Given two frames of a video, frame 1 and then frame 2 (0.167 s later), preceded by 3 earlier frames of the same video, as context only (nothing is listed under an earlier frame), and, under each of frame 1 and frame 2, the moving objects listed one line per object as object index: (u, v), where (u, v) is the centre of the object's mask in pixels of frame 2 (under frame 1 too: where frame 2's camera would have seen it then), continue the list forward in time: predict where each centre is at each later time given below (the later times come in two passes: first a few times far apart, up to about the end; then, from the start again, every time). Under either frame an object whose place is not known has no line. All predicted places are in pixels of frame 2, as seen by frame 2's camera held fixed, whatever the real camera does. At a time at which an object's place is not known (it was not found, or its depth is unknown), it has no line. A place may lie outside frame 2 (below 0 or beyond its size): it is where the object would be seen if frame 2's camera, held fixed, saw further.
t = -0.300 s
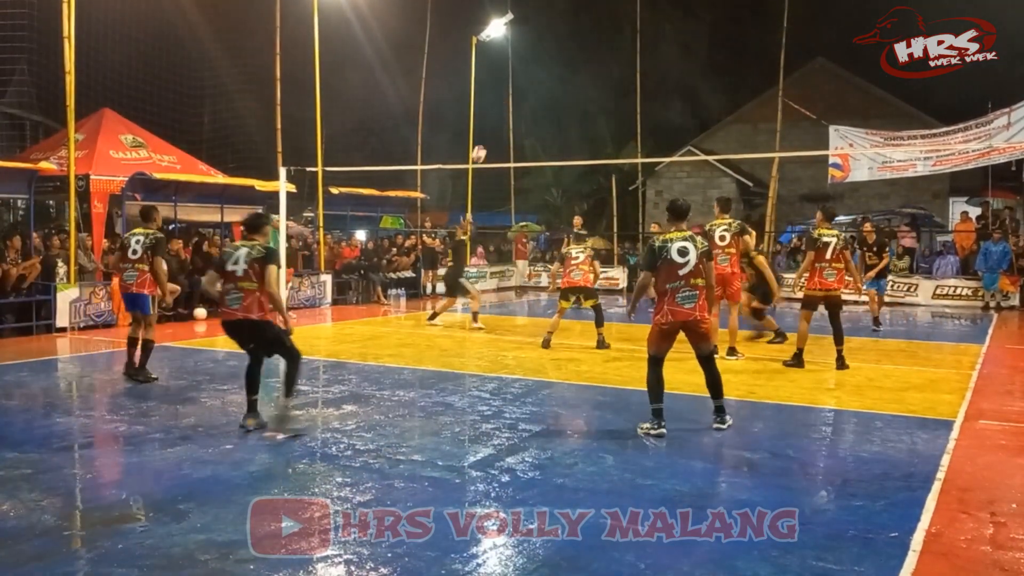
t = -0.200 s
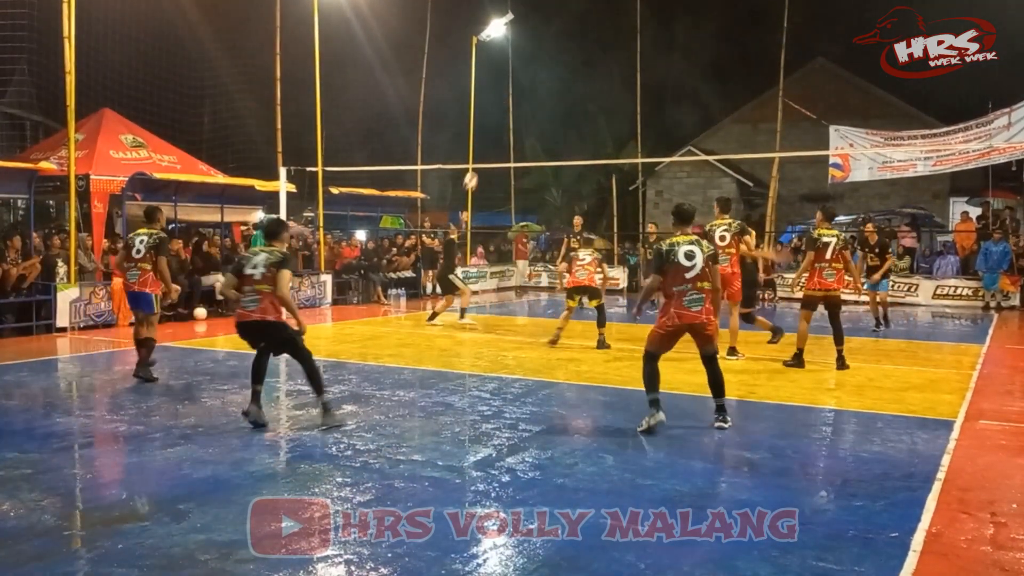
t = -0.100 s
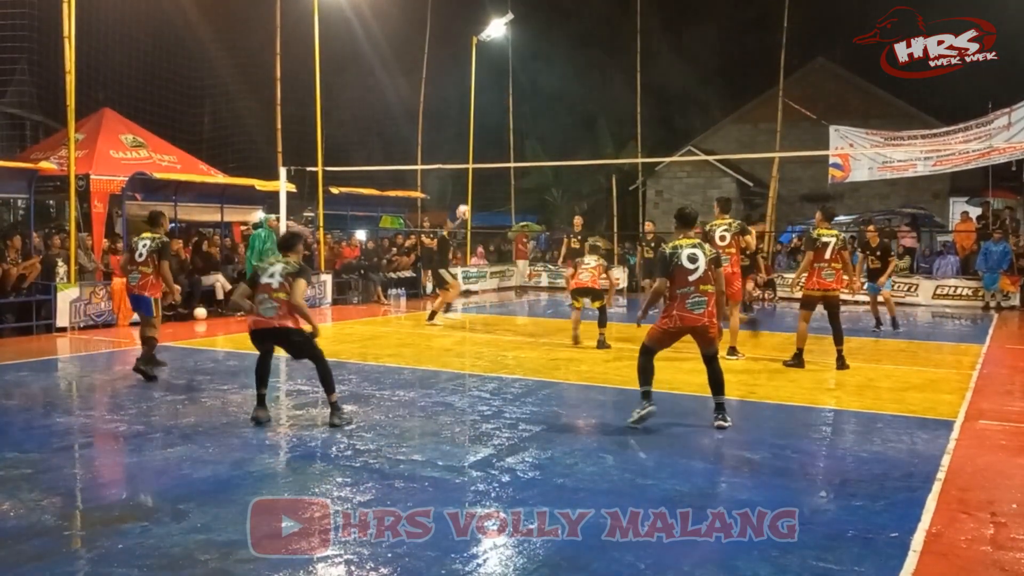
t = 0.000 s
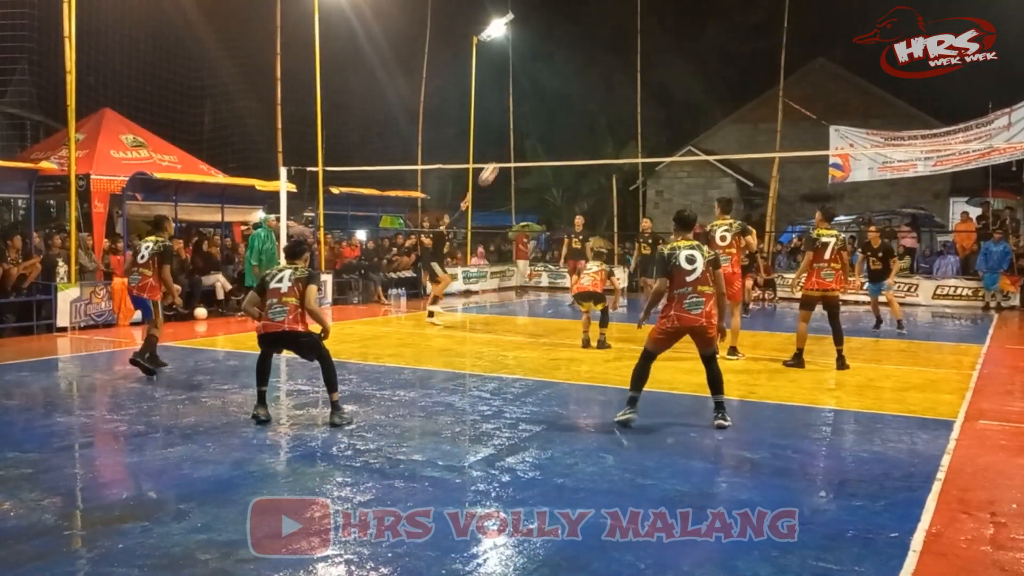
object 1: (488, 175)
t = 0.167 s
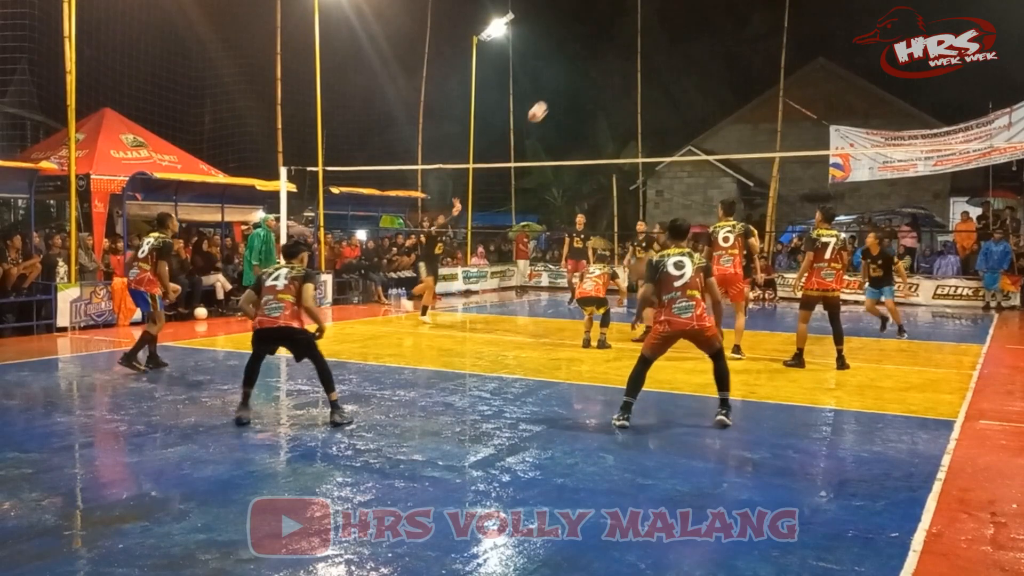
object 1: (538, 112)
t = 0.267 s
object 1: (568, 83)
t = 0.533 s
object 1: (650, 38)
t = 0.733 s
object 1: (712, 37)
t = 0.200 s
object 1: (548, 102)
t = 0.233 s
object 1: (558, 92)
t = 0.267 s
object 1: (568, 83)
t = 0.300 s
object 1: (578, 75)
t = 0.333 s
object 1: (588, 67)
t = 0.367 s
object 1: (598, 60)
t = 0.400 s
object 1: (608, 55)
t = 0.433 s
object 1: (619, 49)
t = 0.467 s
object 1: (629, 45)
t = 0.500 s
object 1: (639, 41)
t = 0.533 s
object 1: (650, 38)
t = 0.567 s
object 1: (660, 36)
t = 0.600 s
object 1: (670, 34)
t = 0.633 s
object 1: (681, 34)
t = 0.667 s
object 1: (691, 34)
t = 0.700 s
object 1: (702, 36)
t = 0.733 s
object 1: (712, 37)
